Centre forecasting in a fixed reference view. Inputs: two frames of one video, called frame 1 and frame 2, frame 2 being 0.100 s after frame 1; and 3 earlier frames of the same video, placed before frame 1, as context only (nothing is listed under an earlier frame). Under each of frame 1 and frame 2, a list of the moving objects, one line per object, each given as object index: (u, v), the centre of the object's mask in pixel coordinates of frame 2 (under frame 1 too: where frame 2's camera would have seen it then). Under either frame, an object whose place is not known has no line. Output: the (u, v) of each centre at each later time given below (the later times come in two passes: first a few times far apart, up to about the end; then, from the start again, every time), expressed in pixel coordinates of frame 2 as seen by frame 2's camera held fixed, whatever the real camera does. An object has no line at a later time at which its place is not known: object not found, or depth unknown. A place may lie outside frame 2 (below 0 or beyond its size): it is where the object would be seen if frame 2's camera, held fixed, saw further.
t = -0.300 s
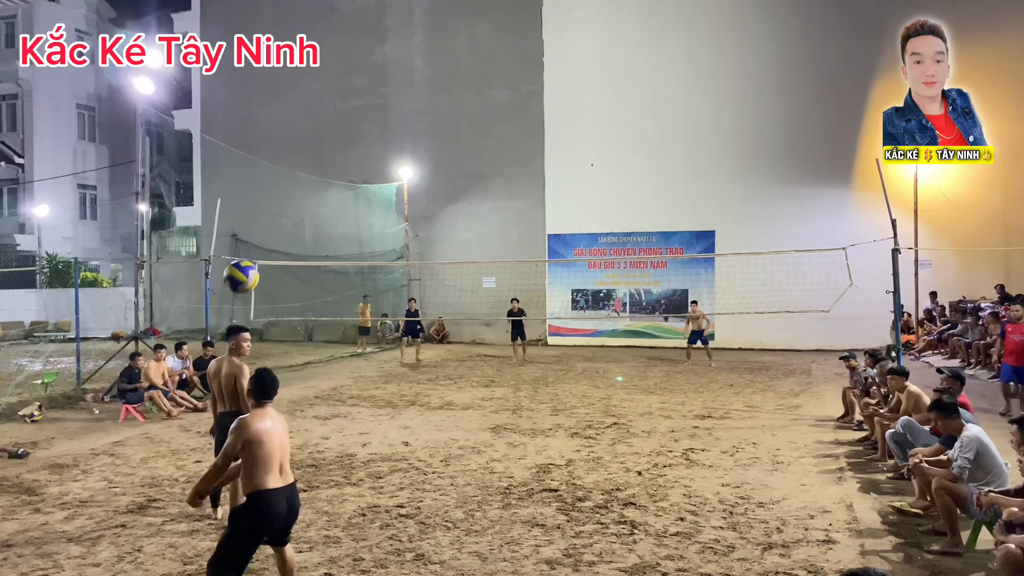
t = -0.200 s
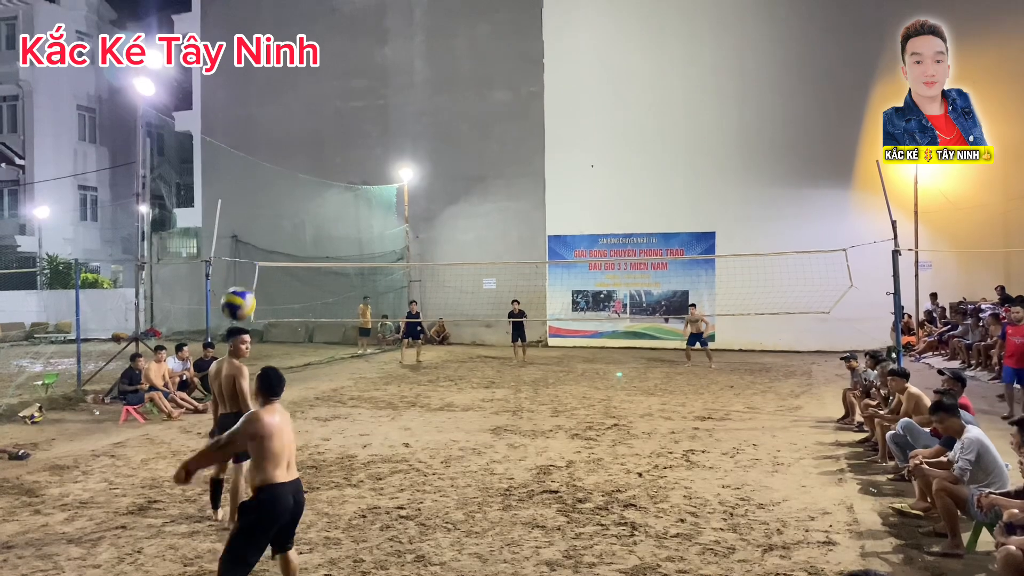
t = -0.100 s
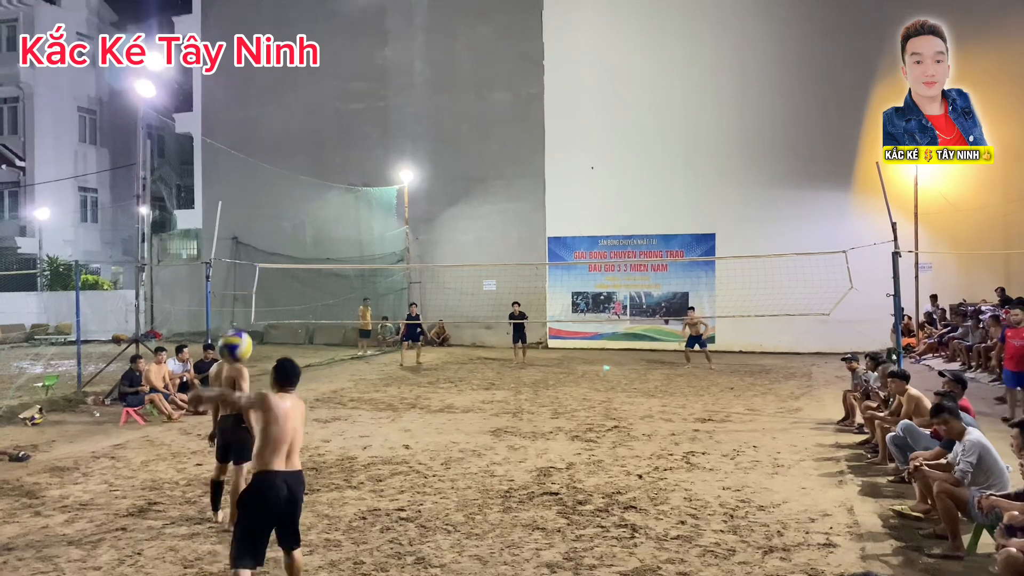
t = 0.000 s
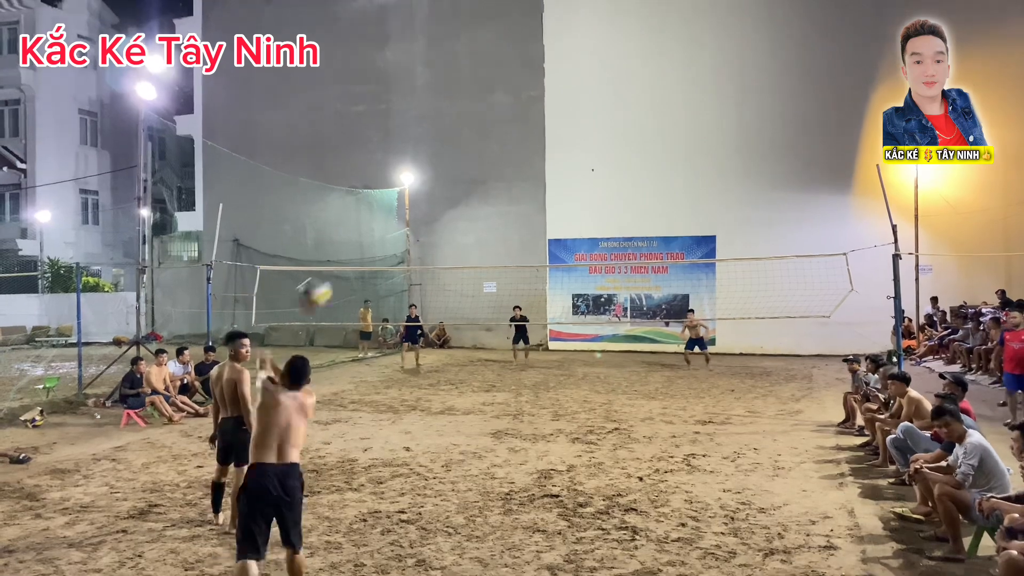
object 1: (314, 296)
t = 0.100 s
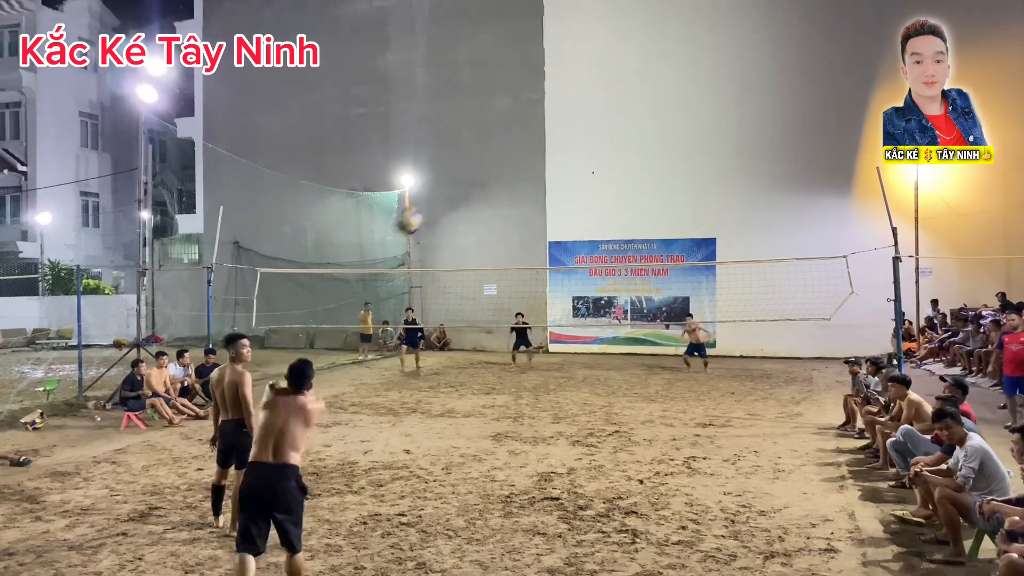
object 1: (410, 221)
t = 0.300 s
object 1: (547, 142)
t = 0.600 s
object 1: (694, 124)
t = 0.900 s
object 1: (794, 179)
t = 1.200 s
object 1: (865, 279)
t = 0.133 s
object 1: (437, 202)
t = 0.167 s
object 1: (460, 187)
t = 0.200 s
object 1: (484, 172)
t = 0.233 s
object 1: (507, 159)
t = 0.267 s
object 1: (528, 150)
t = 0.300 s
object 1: (547, 142)
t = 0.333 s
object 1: (567, 134)
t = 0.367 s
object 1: (586, 128)
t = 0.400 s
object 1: (603, 124)
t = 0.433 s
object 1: (620, 122)
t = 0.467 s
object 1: (636, 120)
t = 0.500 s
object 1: (651, 119)
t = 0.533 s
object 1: (667, 120)
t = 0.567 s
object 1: (680, 121)
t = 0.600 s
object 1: (694, 124)
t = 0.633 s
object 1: (707, 127)
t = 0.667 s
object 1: (719, 131)
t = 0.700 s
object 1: (731, 136)
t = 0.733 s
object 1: (743, 142)
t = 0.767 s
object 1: (753, 148)
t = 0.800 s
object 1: (764, 155)
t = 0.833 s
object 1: (774, 162)
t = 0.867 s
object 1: (784, 171)
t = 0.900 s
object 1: (794, 179)
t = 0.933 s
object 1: (803, 188)
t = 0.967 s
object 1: (811, 198)
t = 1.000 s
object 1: (820, 208)
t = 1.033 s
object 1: (827, 219)
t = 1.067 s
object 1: (835, 230)
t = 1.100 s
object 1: (844, 242)
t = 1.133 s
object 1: (851, 254)
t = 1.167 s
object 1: (858, 266)
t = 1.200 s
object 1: (865, 279)
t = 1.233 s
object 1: (871, 292)
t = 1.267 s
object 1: (878, 305)
